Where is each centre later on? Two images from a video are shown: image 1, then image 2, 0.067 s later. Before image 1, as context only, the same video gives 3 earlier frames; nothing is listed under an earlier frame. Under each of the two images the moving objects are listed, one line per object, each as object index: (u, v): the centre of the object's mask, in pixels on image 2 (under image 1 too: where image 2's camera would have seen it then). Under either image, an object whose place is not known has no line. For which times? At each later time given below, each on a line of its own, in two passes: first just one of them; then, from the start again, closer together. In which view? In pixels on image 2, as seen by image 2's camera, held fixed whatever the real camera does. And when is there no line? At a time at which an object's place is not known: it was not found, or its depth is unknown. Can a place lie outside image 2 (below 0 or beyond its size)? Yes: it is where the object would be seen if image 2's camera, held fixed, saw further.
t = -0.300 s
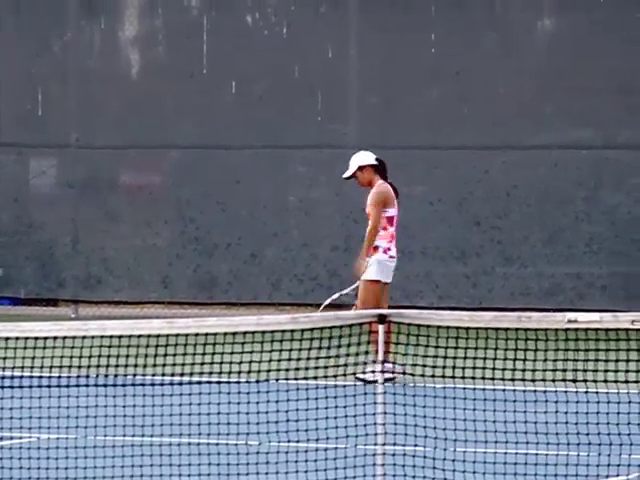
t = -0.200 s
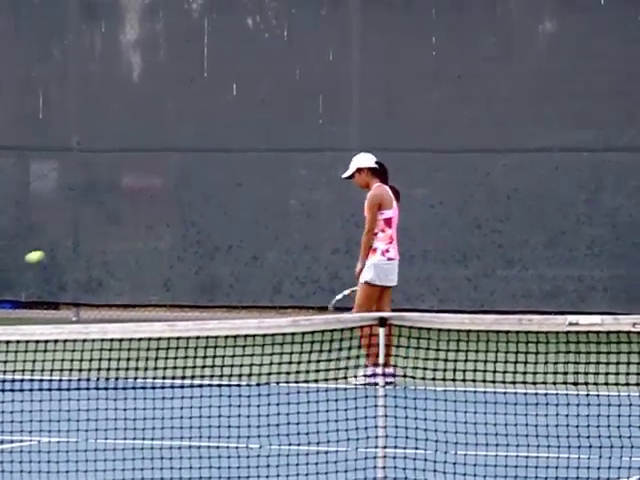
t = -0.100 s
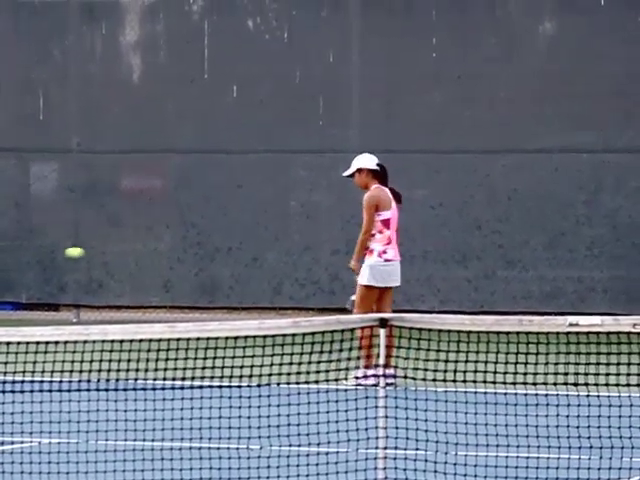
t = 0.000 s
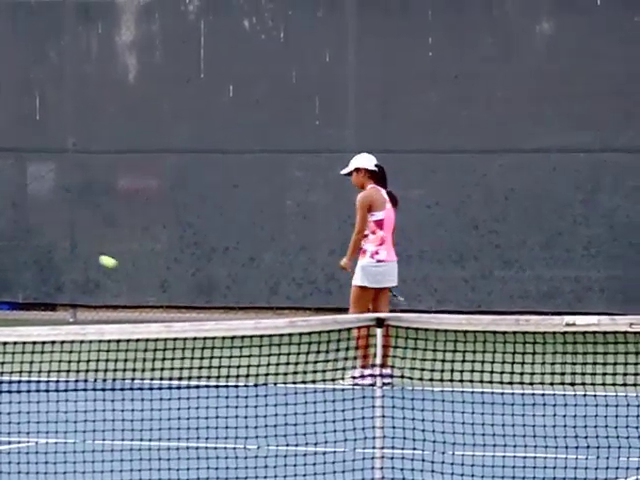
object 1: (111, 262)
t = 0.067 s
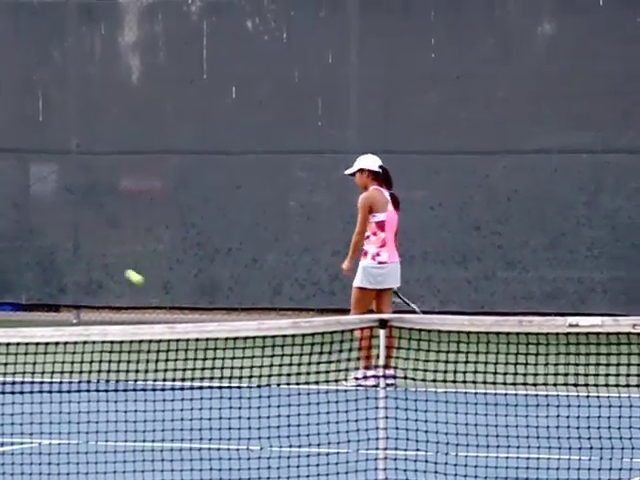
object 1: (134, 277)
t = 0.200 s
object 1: (176, 319)
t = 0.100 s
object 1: (145, 287)
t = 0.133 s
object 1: (155, 297)
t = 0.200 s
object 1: (176, 319)
